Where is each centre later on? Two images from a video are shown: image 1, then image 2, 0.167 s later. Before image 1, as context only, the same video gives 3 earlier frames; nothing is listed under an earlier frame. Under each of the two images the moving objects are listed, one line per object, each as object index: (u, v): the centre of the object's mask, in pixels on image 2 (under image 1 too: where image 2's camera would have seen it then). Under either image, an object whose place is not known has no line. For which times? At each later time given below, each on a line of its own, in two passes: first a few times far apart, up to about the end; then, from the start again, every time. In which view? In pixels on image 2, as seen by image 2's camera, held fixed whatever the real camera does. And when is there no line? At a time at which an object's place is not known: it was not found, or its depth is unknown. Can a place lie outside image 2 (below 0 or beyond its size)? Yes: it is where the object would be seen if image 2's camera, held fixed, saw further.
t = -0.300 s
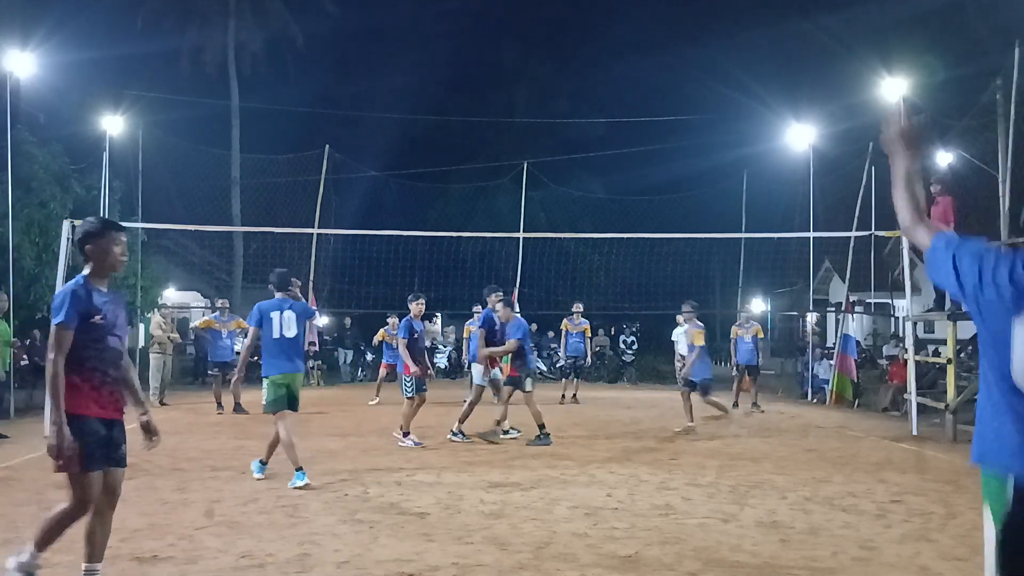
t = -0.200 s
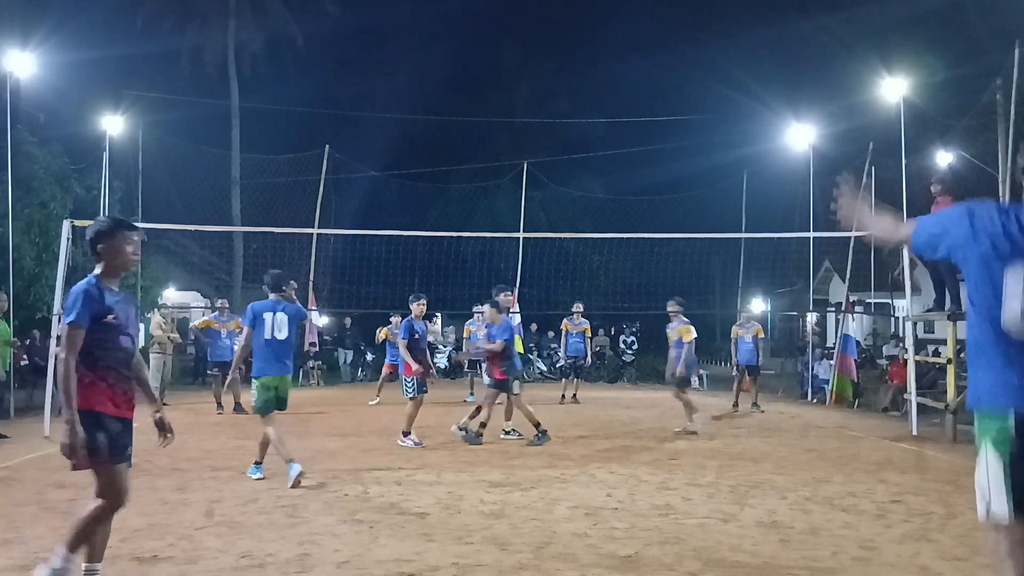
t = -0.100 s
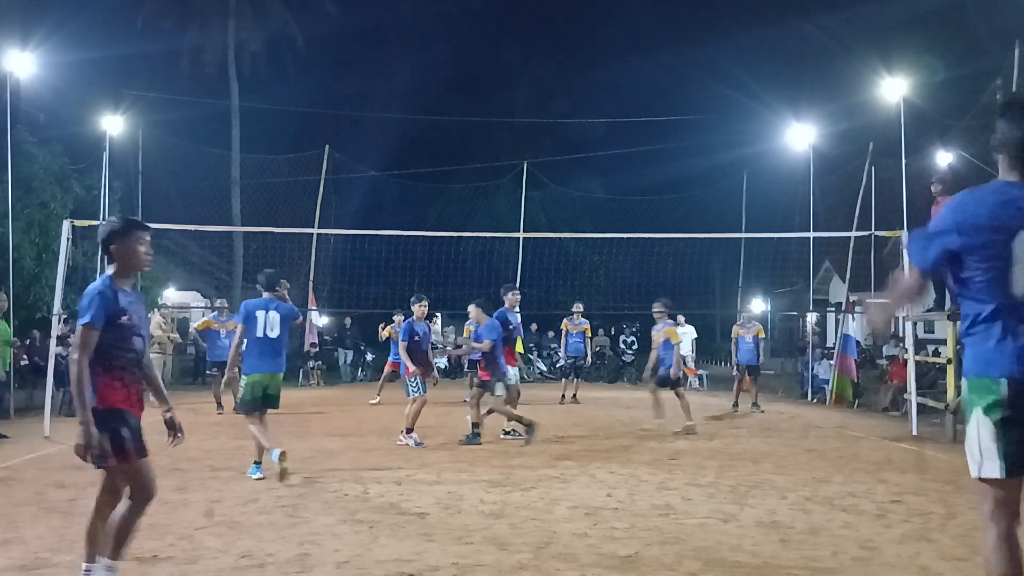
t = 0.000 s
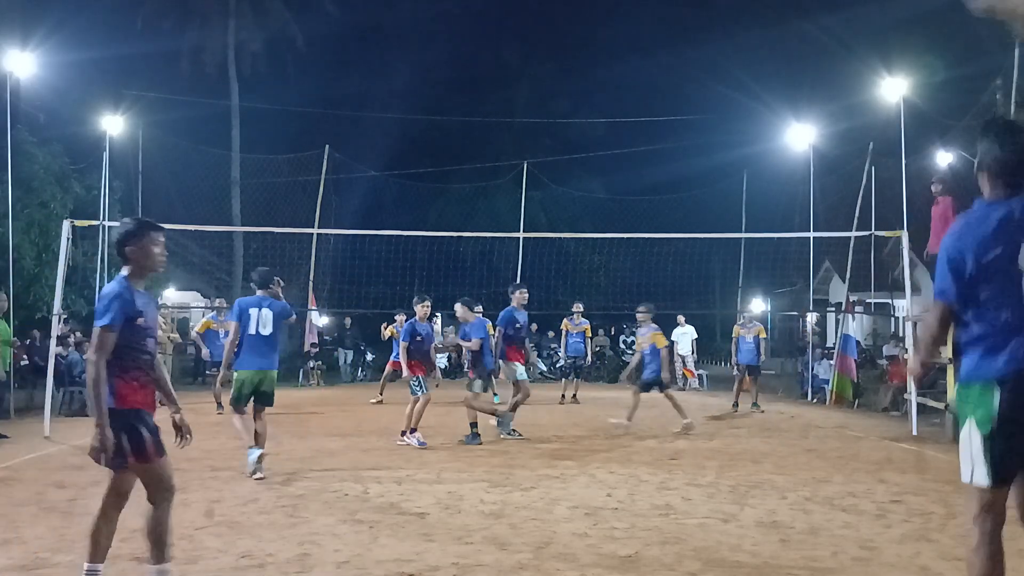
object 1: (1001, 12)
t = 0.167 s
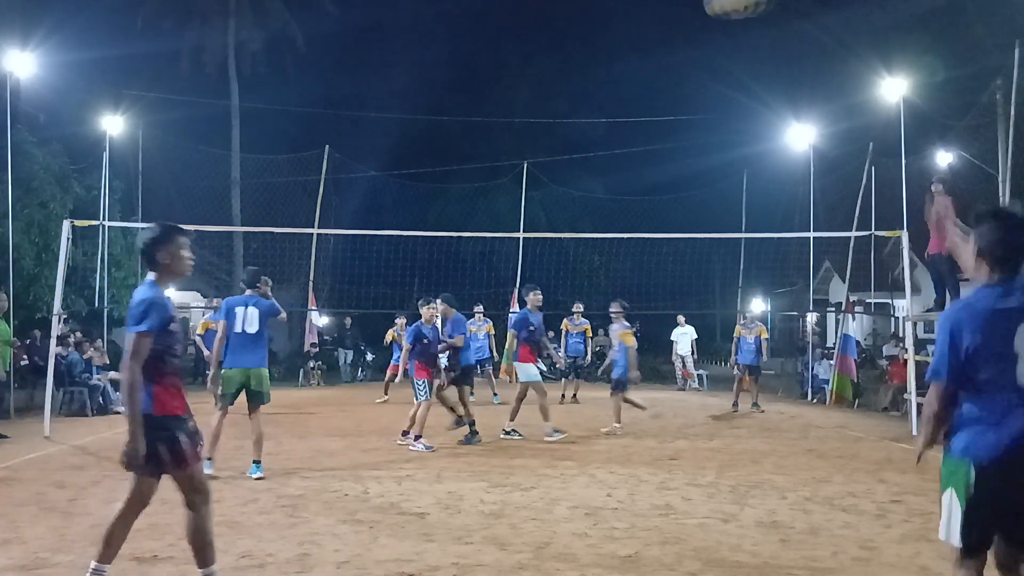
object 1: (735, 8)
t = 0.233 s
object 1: (678, 14)
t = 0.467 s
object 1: (551, 86)
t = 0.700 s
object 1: (489, 167)
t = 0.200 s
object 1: (704, 11)
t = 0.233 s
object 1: (678, 14)
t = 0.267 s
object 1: (652, 21)
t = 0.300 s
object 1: (630, 31)
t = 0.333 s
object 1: (612, 41)
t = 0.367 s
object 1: (594, 52)
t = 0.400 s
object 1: (579, 62)
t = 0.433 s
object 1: (565, 73)
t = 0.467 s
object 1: (551, 86)
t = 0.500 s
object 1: (541, 97)
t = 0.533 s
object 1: (530, 109)
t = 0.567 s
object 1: (520, 120)
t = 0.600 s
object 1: (512, 132)
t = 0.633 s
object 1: (503, 144)
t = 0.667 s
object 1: (496, 156)
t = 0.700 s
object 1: (489, 167)
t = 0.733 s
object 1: (482, 180)
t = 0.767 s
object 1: (477, 191)
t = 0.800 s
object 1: (471, 205)
